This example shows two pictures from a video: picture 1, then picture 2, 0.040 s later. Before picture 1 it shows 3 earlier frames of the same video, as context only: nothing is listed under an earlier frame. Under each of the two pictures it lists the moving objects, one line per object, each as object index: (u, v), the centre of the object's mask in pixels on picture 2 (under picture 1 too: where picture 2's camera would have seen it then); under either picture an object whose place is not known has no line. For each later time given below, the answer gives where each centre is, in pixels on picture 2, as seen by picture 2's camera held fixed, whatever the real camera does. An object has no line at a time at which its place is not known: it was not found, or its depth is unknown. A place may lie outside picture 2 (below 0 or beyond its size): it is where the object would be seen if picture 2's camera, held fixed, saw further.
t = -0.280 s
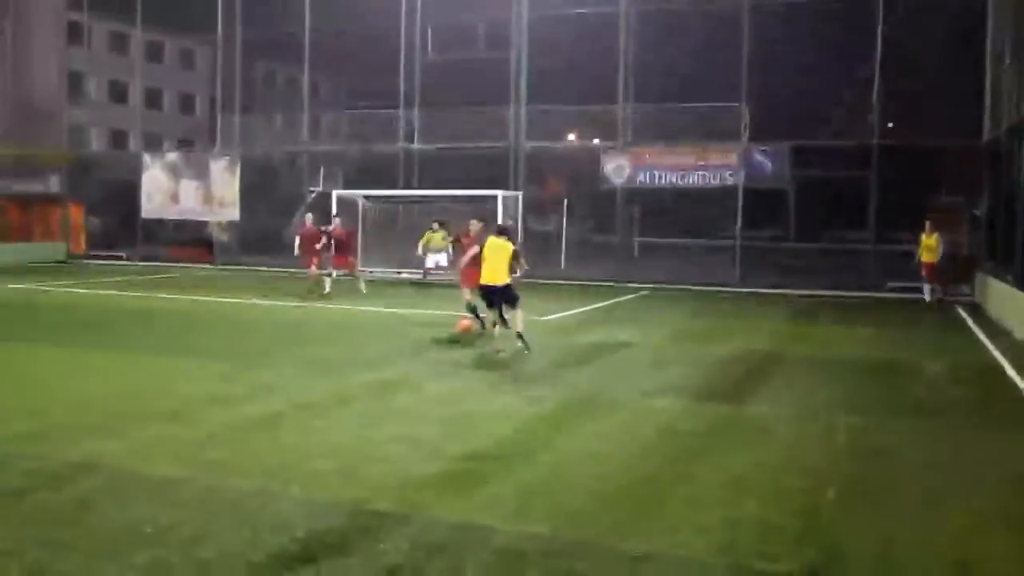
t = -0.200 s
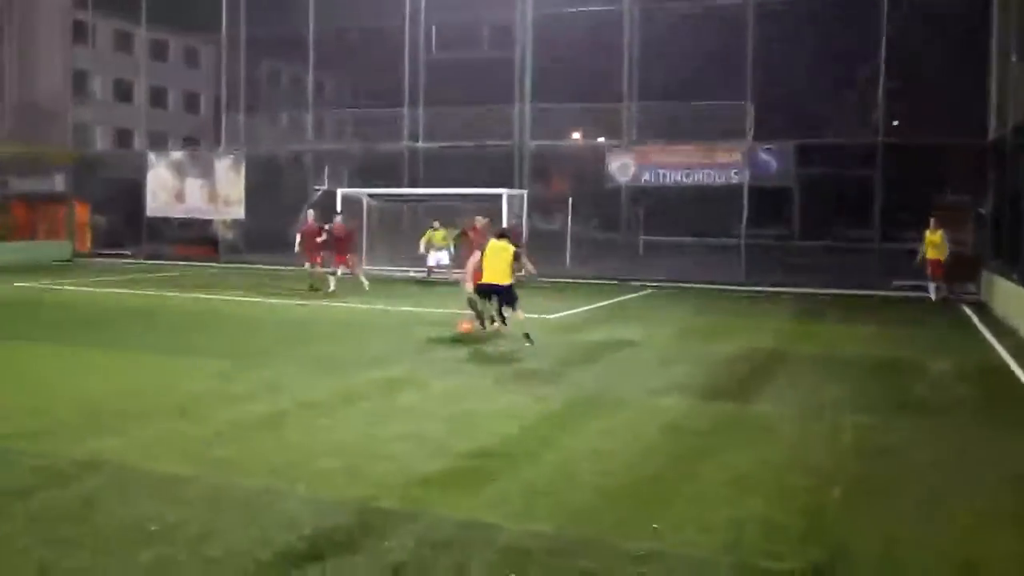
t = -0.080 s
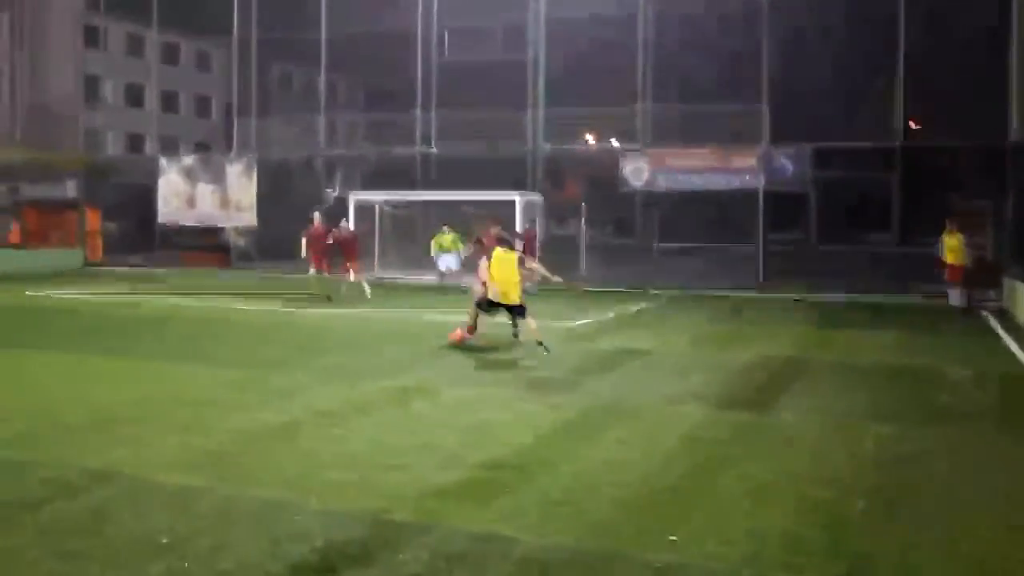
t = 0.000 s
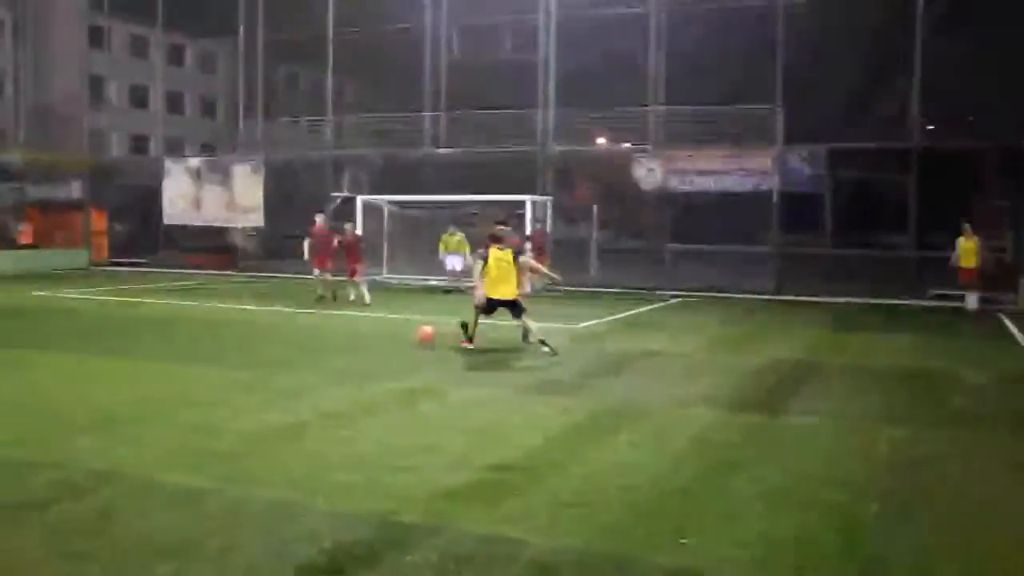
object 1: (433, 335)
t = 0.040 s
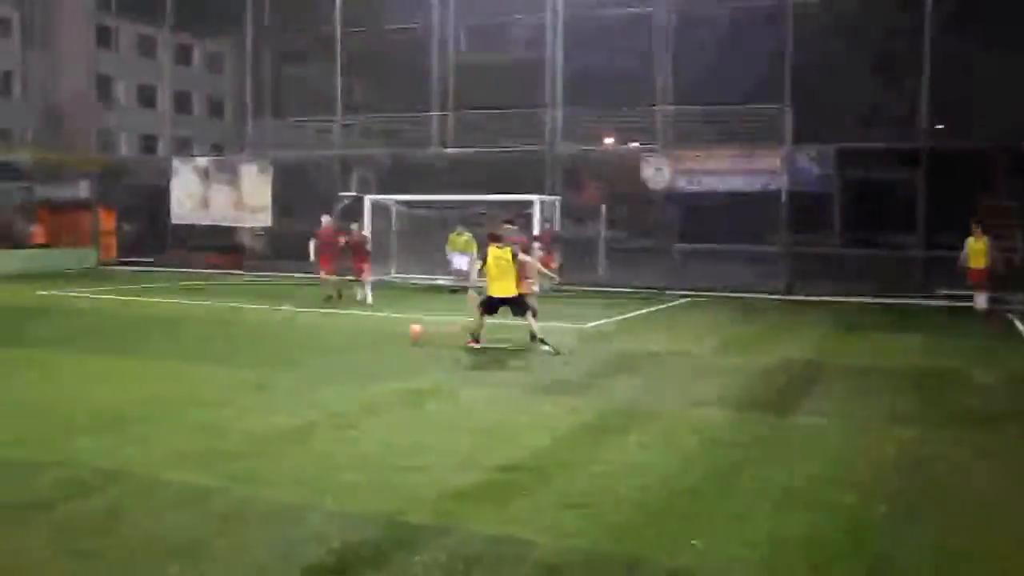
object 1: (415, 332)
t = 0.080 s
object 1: (390, 334)
